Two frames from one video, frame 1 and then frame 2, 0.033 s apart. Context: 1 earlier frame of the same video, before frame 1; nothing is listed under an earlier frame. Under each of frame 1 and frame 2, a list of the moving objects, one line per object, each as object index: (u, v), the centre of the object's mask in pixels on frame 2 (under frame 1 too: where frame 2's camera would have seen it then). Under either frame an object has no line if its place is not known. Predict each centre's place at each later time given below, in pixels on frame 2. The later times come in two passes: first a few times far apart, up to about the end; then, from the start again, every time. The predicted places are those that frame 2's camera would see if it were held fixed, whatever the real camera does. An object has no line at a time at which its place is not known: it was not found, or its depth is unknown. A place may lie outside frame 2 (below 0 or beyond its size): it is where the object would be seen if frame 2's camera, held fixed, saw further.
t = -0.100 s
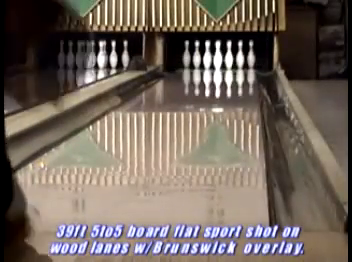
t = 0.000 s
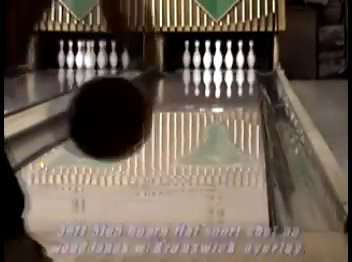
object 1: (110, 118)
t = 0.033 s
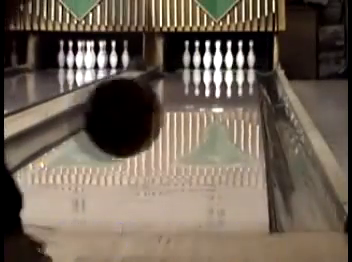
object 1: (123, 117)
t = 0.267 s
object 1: (180, 154)
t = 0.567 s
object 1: (216, 121)
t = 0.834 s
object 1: (232, 102)
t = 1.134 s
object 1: (243, 87)
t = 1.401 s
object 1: (247, 79)
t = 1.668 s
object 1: (250, 72)
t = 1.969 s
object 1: (243, 66)
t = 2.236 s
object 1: (228, 62)
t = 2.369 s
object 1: (227, 61)
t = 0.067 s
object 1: (134, 118)
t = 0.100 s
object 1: (143, 123)
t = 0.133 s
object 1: (150, 128)
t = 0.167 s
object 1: (159, 137)
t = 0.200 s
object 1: (168, 154)
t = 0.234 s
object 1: (172, 160)
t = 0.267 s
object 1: (180, 154)
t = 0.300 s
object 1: (185, 145)
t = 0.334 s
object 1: (191, 140)
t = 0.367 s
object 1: (195, 137)
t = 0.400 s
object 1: (199, 137)
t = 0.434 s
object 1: (202, 133)
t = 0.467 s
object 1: (206, 130)
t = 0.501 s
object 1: (209, 127)
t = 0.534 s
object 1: (213, 124)
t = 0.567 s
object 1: (216, 121)
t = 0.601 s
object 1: (218, 119)
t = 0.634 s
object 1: (221, 116)
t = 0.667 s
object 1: (223, 113)
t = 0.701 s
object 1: (225, 111)
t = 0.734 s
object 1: (227, 108)
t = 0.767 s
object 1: (229, 106)
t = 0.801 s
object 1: (231, 104)
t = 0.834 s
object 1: (232, 102)
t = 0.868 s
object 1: (234, 100)
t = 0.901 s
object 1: (235, 98)
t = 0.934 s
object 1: (236, 96)
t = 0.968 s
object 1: (239, 94)
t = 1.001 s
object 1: (240, 93)
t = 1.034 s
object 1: (241, 91)
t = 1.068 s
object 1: (242, 90)
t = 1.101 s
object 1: (242, 89)
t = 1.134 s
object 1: (243, 87)
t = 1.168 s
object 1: (244, 86)
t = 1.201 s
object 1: (244, 84)
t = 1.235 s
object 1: (245, 83)
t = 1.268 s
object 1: (245, 82)
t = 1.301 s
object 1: (246, 81)
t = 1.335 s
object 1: (246, 80)
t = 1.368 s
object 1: (247, 80)
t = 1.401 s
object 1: (247, 79)
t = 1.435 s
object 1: (248, 78)
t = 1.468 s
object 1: (249, 77)
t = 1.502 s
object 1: (249, 76)
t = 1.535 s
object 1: (250, 75)
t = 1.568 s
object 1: (250, 74)
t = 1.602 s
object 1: (251, 73)
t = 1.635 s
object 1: (251, 73)
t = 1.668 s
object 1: (250, 72)
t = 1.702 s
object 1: (250, 71)
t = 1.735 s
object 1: (249, 70)
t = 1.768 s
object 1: (249, 70)
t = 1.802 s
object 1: (248, 69)
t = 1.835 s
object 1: (248, 68)
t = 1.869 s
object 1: (247, 68)
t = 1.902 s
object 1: (246, 67)
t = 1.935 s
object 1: (245, 66)
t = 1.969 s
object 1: (243, 66)
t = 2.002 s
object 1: (242, 65)
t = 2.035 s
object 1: (241, 65)
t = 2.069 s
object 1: (239, 64)
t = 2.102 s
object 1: (238, 64)
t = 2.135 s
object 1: (234, 63)
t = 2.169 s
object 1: (232, 63)
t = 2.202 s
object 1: (231, 62)
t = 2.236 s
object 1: (228, 62)
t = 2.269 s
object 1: (227, 62)
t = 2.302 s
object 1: (227, 62)
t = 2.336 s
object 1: (227, 61)
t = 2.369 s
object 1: (227, 61)
